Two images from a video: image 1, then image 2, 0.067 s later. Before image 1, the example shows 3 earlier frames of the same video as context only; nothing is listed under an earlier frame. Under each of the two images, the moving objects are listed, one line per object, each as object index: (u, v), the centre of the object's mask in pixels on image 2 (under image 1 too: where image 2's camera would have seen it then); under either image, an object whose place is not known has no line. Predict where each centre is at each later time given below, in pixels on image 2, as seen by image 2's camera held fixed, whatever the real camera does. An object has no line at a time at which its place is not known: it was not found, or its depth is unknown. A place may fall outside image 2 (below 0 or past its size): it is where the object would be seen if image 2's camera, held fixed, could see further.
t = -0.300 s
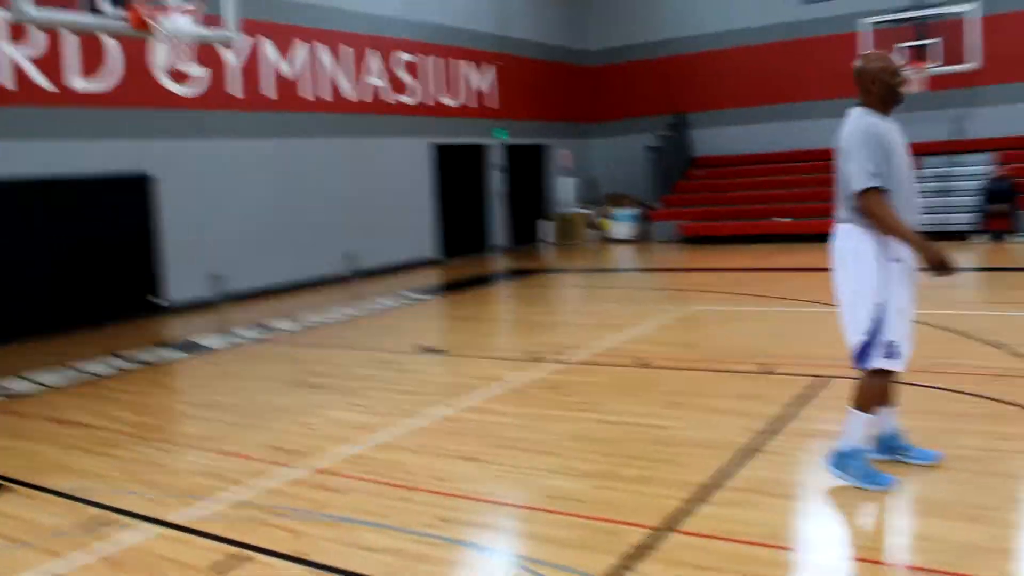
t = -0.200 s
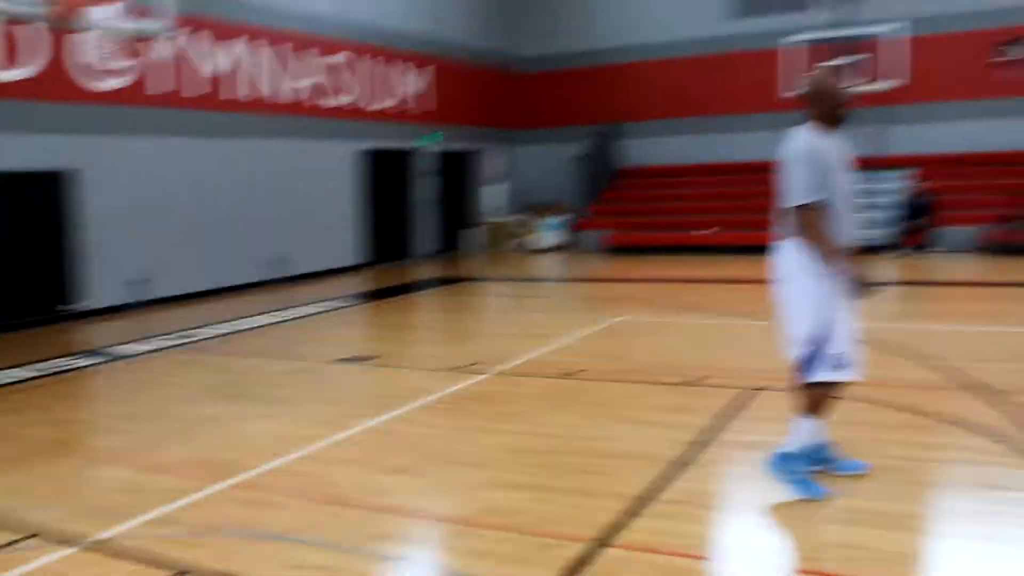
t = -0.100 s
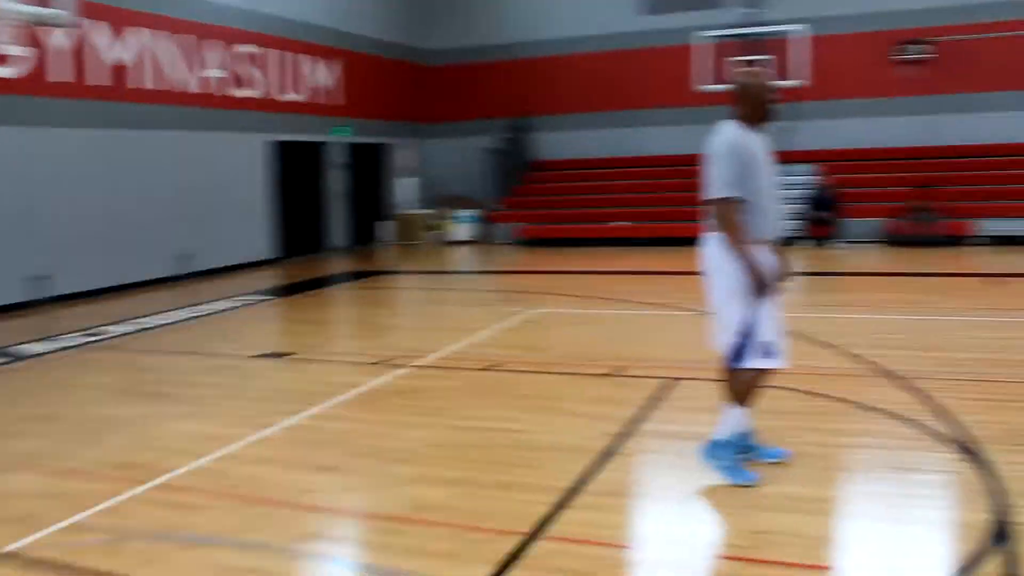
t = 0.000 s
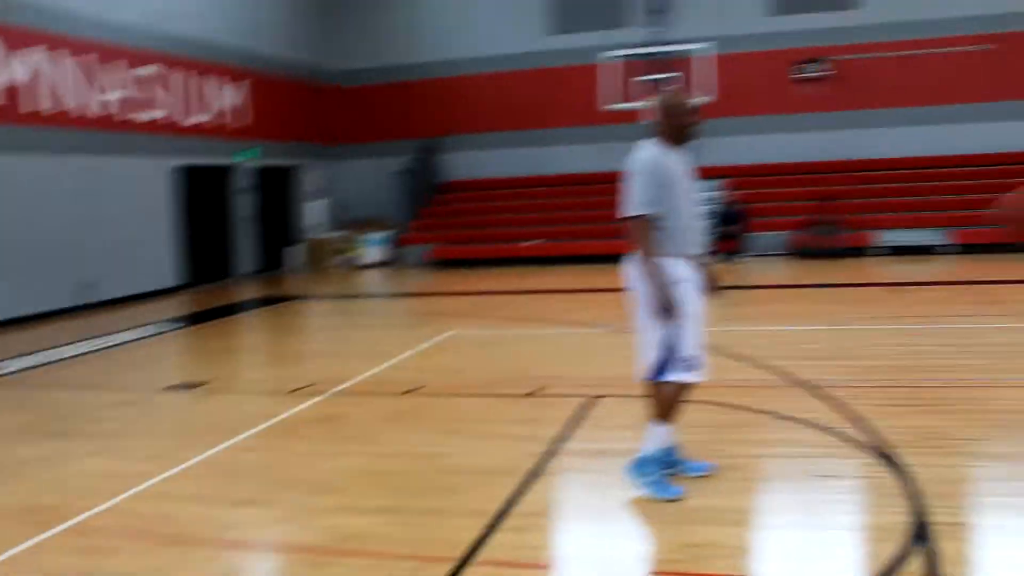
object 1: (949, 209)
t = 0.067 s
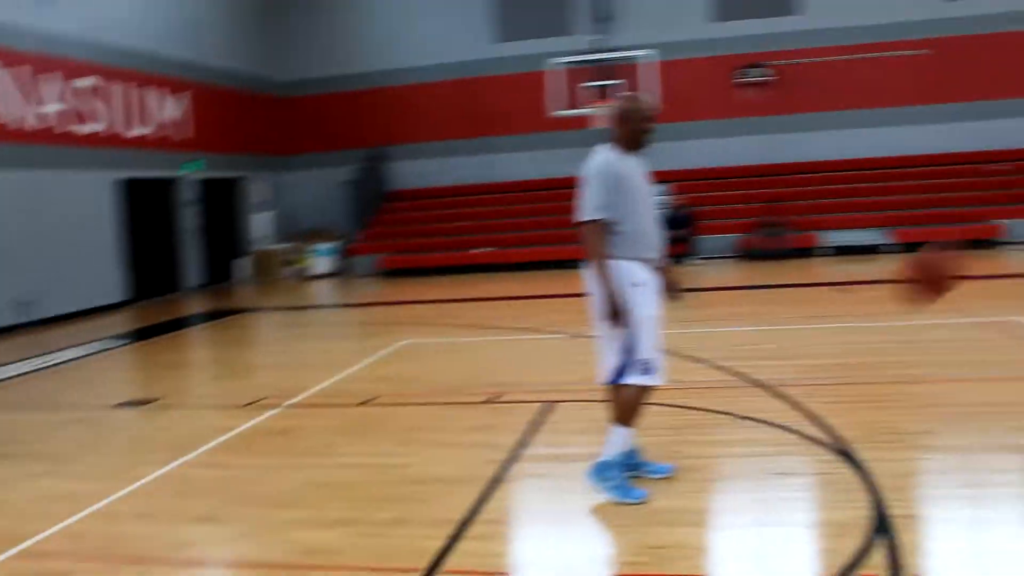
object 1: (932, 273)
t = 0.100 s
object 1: (913, 308)
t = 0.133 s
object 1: (896, 340)
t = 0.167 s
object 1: (879, 374)
